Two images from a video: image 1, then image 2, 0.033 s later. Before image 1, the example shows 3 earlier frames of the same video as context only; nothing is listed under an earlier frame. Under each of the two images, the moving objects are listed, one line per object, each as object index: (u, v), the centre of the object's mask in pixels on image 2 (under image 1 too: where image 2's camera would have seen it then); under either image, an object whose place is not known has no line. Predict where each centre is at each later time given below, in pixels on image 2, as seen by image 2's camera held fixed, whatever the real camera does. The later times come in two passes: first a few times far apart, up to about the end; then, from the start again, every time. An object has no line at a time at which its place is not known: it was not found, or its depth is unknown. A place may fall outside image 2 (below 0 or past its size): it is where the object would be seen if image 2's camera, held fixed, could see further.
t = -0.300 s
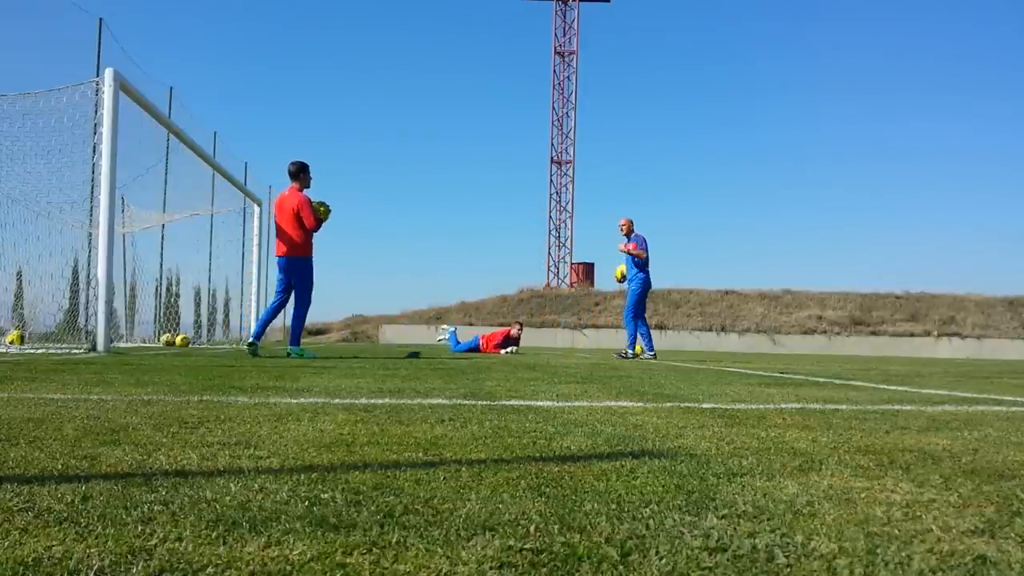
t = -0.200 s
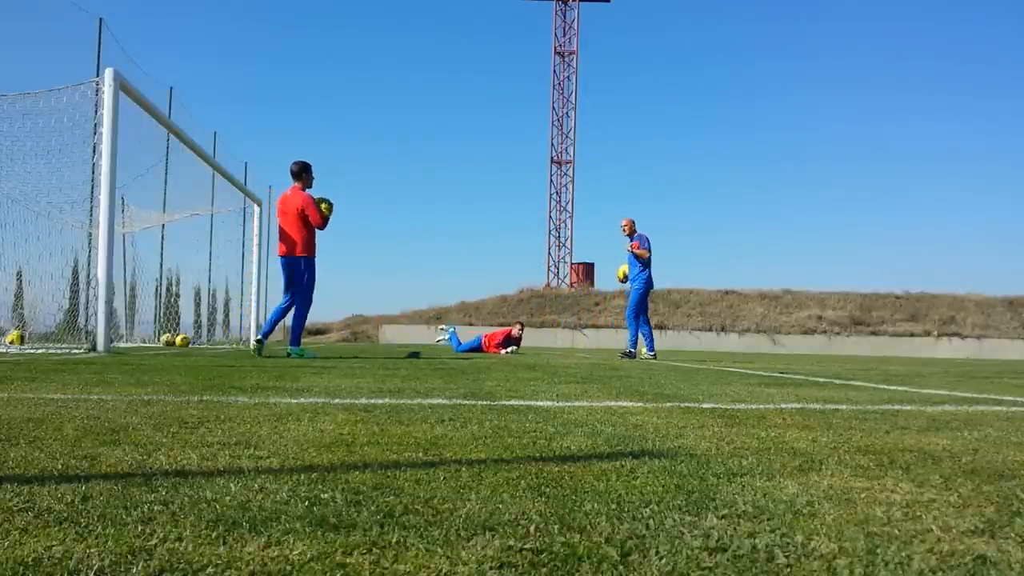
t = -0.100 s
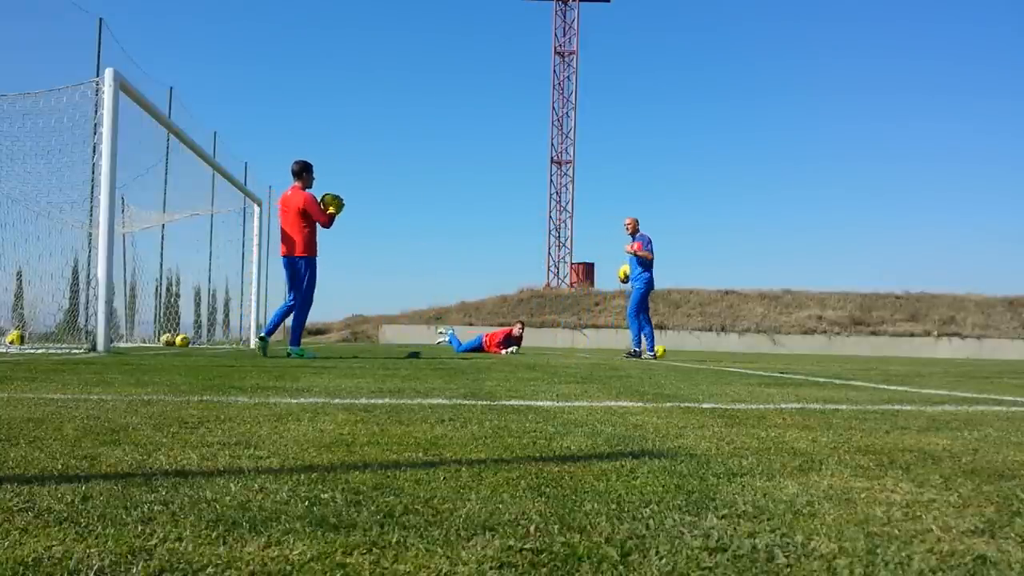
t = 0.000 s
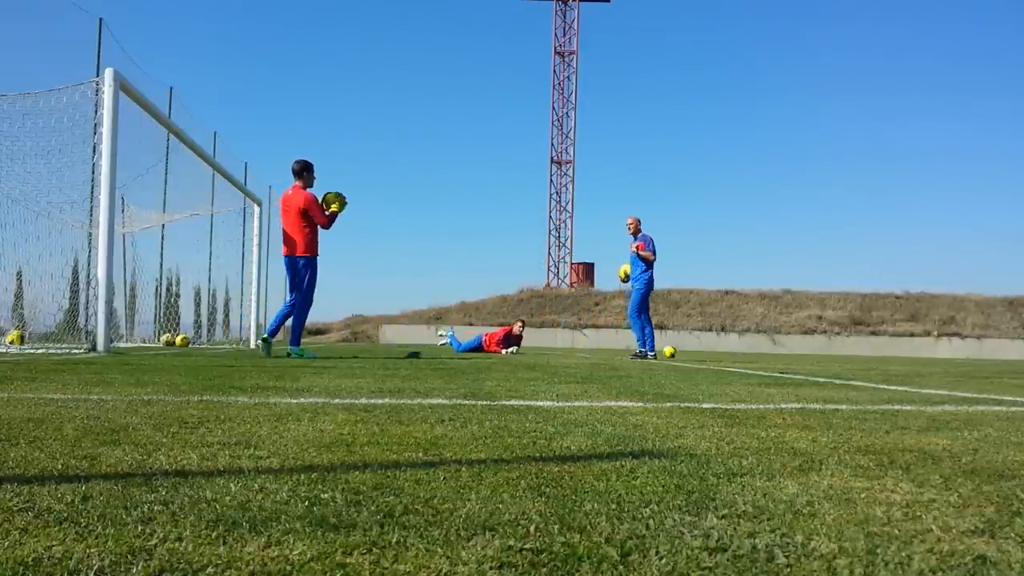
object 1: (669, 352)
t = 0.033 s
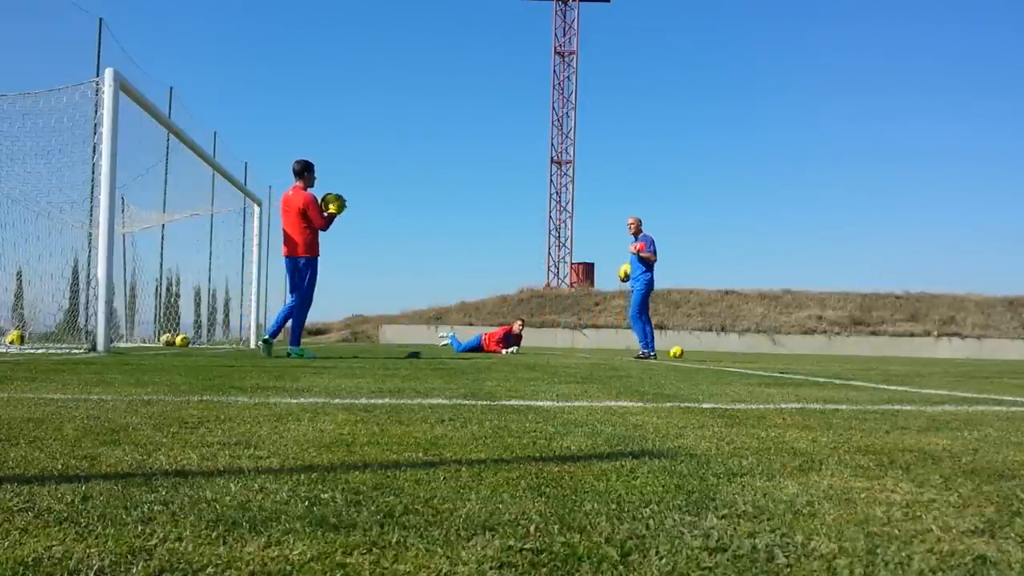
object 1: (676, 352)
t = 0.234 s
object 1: (696, 353)
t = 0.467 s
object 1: (716, 353)
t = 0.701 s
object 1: (734, 353)
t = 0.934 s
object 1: (749, 354)
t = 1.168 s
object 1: (762, 354)
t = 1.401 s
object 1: (773, 354)
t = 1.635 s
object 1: (782, 354)
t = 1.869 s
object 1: (789, 355)
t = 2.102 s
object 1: (793, 355)
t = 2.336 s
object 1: (797, 355)
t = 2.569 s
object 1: (799, 355)
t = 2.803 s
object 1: (799, 355)
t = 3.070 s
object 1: (799, 355)
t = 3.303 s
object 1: (798, 355)
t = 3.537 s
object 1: (797, 355)
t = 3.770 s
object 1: (797, 355)
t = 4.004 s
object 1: (797, 356)
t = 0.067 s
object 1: (679, 352)
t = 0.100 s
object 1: (683, 352)
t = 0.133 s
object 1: (686, 352)
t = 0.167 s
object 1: (689, 352)
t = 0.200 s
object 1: (692, 352)
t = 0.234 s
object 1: (696, 353)
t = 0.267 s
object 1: (699, 352)
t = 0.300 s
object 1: (702, 352)
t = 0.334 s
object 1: (704, 353)
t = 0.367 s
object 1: (708, 353)
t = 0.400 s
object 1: (711, 353)
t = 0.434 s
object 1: (714, 353)
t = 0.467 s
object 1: (716, 353)
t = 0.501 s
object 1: (719, 353)
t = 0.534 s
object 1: (721, 353)
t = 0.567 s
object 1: (724, 353)
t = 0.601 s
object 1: (726, 353)
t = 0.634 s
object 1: (729, 353)
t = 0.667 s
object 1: (732, 353)
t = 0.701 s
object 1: (734, 353)
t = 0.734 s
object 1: (737, 354)
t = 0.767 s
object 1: (739, 354)
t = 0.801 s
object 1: (741, 354)
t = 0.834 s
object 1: (743, 354)
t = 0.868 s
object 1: (745, 354)
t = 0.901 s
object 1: (747, 354)
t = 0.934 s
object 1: (749, 354)
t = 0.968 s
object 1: (750, 354)
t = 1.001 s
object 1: (752, 354)
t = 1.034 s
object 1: (754, 354)
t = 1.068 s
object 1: (755, 354)
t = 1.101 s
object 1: (758, 354)
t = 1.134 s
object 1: (760, 354)
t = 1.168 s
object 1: (762, 354)
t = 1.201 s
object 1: (764, 354)
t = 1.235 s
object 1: (765, 354)
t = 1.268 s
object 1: (767, 354)
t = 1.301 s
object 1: (768, 354)
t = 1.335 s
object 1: (770, 354)
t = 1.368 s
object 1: (771, 354)
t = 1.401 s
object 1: (773, 354)
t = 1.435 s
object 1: (774, 354)
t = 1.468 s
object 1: (776, 354)
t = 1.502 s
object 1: (777, 354)
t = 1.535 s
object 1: (778, 355)
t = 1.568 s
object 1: (779, 354)
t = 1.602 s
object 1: (781, 354)
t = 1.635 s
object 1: (782, 354)
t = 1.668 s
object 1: (783, 354)
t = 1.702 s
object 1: (784, 355)
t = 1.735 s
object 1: (785, 355)
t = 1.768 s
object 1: (786, 355)
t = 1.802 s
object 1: (787, 355)
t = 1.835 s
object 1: (787, 355)
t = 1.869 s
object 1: (789, 355)
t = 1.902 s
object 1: (789, 355)
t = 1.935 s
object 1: (790, 355)
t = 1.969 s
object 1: (790, 355)
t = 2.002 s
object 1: (791, 355)
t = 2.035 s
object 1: (792, 355)
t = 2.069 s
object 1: (792, 355)
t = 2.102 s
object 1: (793, 355)
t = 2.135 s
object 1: (793, 355)
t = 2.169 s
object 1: (794, 356)
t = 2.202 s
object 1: (794, 355)
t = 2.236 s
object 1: (795, 355)
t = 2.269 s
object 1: (795, 356)
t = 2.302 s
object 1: (796, 356)
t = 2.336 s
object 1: (797, 355)
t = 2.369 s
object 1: (797, 355)
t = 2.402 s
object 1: (798, 355)
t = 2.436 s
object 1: (798, 355)
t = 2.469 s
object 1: (799, 355)
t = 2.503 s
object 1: (799, 355)
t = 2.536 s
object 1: (799, 355)
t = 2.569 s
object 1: (799, 355)
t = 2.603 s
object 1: (799, 355)
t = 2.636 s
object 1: (800, 355)
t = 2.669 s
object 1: (799, 355)
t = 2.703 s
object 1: (800, 355)
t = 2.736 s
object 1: (800, 355)
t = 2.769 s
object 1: (800, 355)
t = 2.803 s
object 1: (799, 355)
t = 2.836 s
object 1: (799, 355)
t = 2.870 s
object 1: (799, 355)
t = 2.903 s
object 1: (799, 355)
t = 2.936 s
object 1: (799, 355)
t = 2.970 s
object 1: (799, 355)
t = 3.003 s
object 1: (799, 355)
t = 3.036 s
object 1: (799, 355)
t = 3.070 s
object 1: (799, 355)
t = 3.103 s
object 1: (798, 355)
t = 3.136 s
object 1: (798, 355)
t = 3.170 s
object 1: (798, 355)
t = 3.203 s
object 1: (798, 355)
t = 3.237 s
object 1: (798, 355)
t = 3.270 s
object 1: (798, 355)
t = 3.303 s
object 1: (798, 355)
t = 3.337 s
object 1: (798, 355)
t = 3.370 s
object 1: (798, 355)
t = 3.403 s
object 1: (797, 355)
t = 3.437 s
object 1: (797, 355)
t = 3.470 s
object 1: (797, 355)
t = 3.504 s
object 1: (797, 355)
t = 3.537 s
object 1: (797, 355)
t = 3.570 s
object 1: (797, 355)
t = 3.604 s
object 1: (797, 355)
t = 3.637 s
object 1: (798, 355)
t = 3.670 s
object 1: (797, 355)
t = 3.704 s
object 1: (797, 355)
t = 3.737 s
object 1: (797, 356)
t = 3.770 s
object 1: (797, 355)
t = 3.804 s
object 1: (797, 355)
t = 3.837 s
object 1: (797, 355)
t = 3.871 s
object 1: (797, 355)
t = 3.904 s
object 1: (797, 355)
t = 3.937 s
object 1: (797, 356)
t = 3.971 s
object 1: (797, 356)
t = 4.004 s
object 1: (797, 356)
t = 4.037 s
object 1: (797, 356)
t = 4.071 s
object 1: (797, 356)
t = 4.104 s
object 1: (797, 356)
